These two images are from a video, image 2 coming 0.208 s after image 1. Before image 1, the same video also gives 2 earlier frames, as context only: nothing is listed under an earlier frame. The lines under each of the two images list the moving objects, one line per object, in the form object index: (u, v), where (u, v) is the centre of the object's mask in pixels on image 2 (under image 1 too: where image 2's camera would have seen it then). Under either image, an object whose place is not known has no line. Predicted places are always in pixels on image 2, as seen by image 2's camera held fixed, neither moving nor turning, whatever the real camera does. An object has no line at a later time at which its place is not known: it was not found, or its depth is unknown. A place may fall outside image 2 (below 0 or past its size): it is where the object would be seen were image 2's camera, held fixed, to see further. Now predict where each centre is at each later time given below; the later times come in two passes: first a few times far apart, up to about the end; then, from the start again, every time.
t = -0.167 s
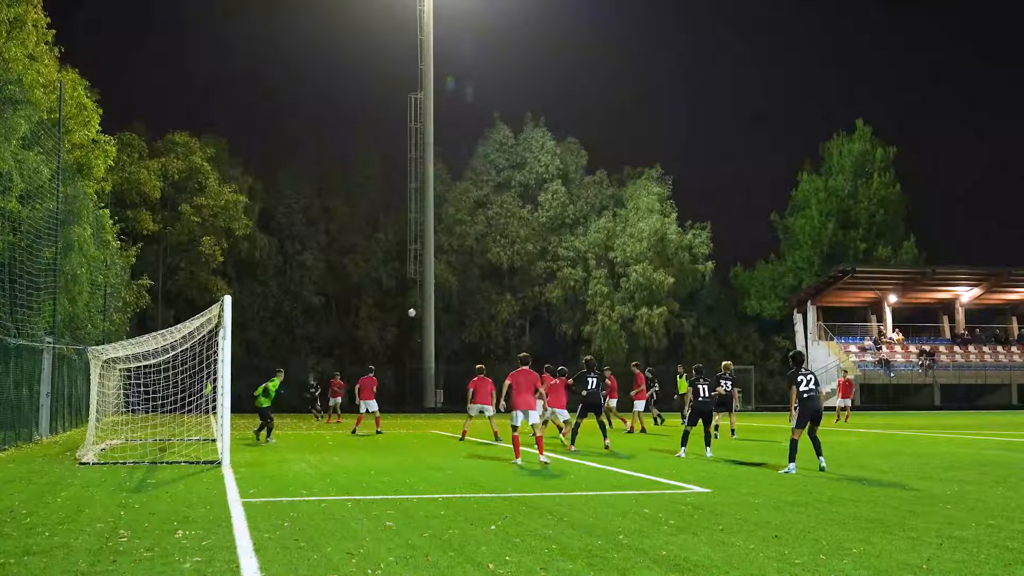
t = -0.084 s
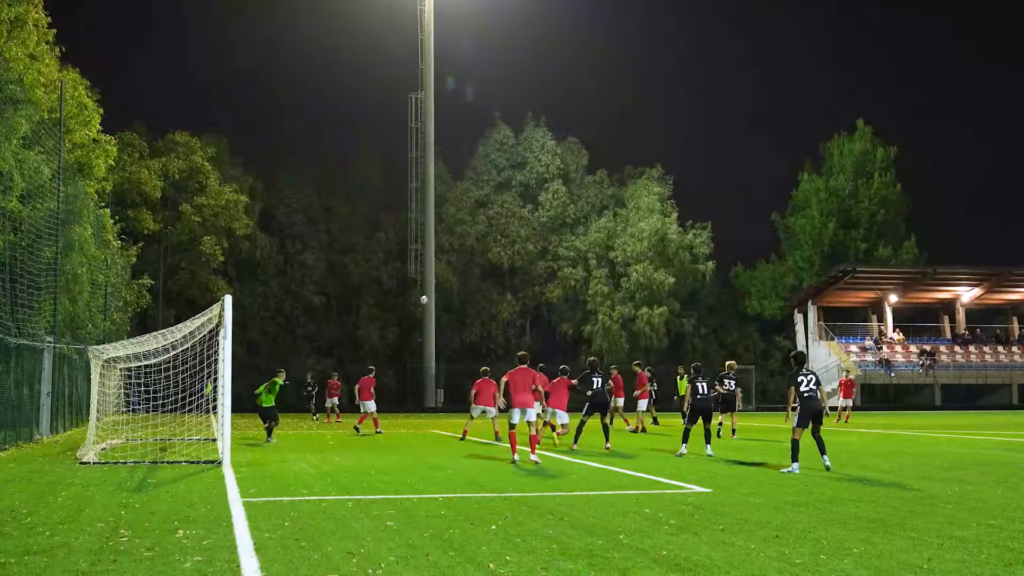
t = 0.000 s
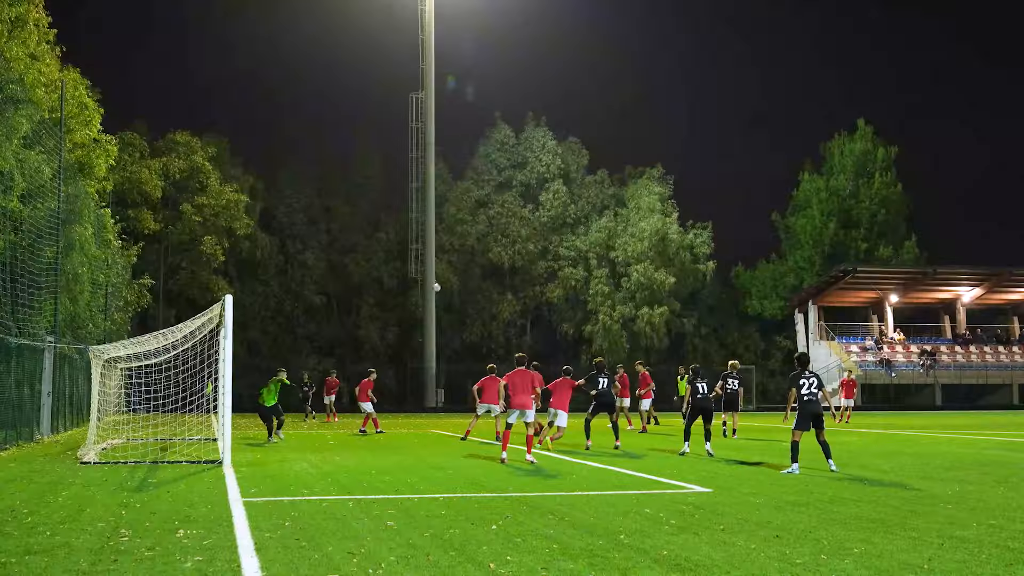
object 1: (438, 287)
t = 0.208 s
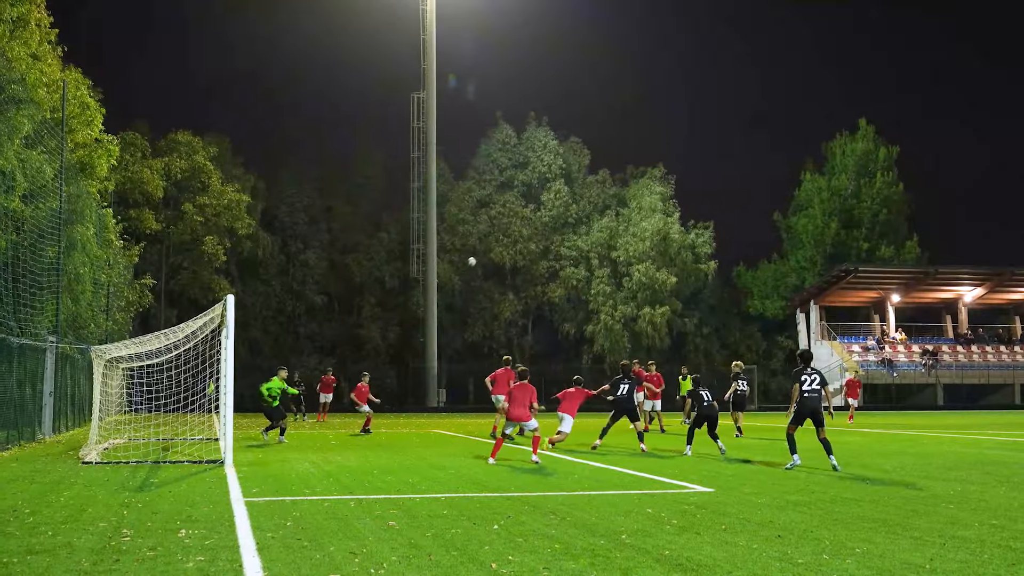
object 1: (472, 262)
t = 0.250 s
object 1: (478, 258)
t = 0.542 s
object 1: (525, 243)
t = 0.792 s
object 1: (574, 252)
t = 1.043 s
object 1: (625, 284)
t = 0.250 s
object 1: (478, 258)
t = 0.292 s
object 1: (484, 255)
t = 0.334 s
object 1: (491, 252)
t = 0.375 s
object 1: (498, 249)
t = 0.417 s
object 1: (504, 247)
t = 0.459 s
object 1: (511, 246)
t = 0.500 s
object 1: (518, 244)
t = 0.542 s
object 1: (525, 243)
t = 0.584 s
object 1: (532, 243)
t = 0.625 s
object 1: (539, 244)
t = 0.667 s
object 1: (550, 245)
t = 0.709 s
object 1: (557, 247)
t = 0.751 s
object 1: (565, 250)
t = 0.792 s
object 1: (574, 252)
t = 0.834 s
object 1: (581, 256)
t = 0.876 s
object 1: (590, 260)
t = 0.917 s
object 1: (598, 265)
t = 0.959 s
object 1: (607, 270)
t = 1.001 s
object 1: (616, 277)
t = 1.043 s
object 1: (625, 284)
